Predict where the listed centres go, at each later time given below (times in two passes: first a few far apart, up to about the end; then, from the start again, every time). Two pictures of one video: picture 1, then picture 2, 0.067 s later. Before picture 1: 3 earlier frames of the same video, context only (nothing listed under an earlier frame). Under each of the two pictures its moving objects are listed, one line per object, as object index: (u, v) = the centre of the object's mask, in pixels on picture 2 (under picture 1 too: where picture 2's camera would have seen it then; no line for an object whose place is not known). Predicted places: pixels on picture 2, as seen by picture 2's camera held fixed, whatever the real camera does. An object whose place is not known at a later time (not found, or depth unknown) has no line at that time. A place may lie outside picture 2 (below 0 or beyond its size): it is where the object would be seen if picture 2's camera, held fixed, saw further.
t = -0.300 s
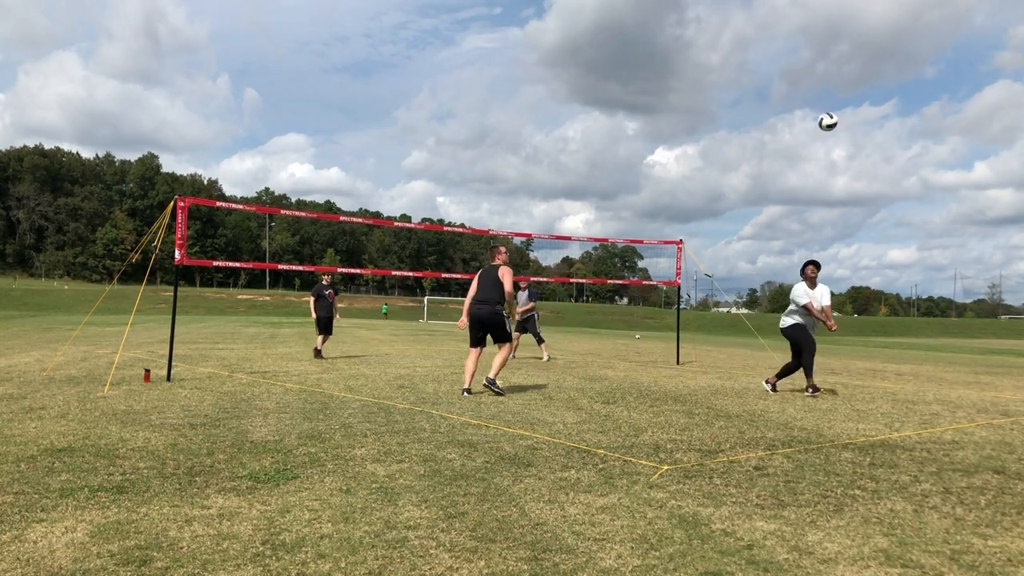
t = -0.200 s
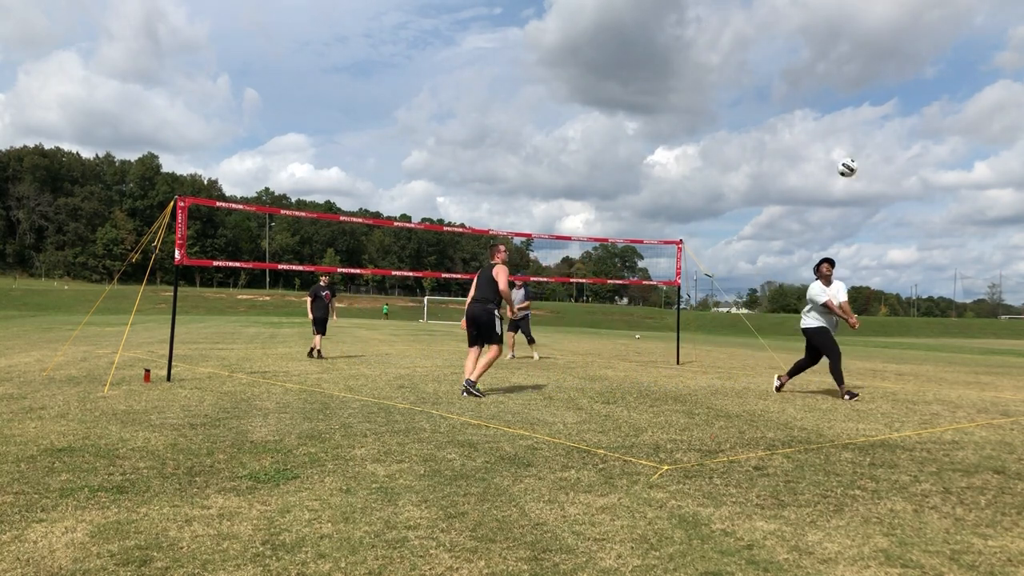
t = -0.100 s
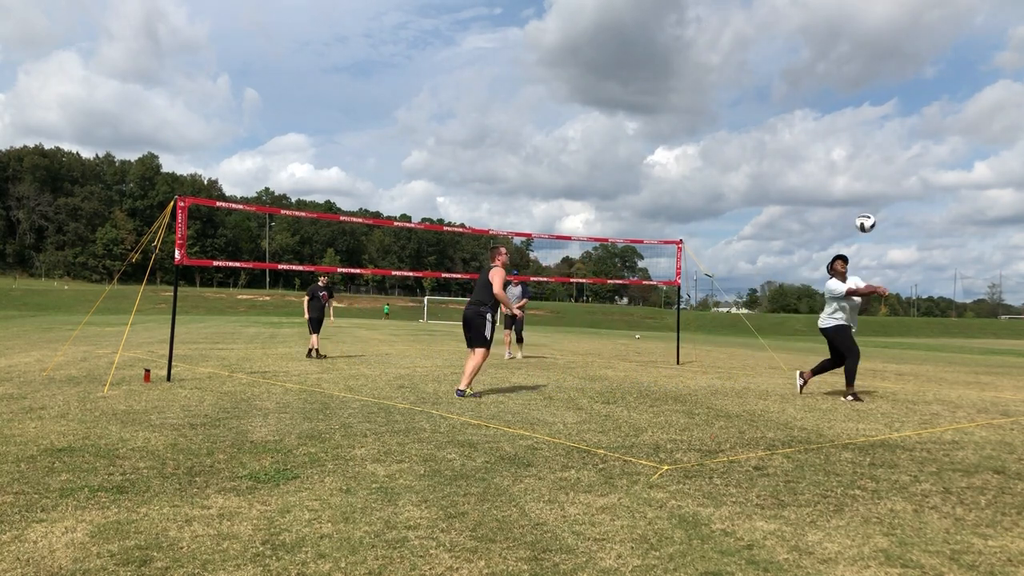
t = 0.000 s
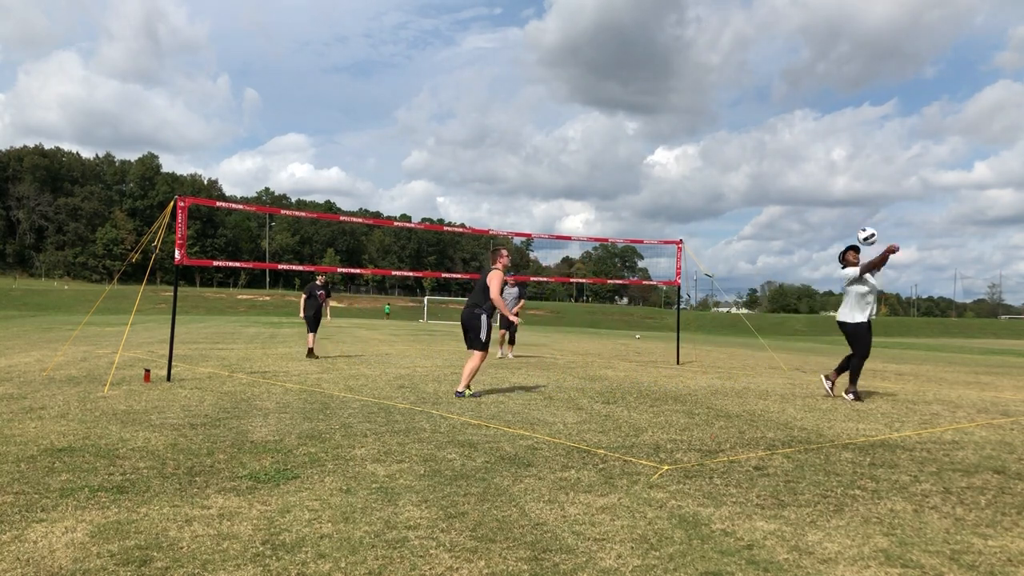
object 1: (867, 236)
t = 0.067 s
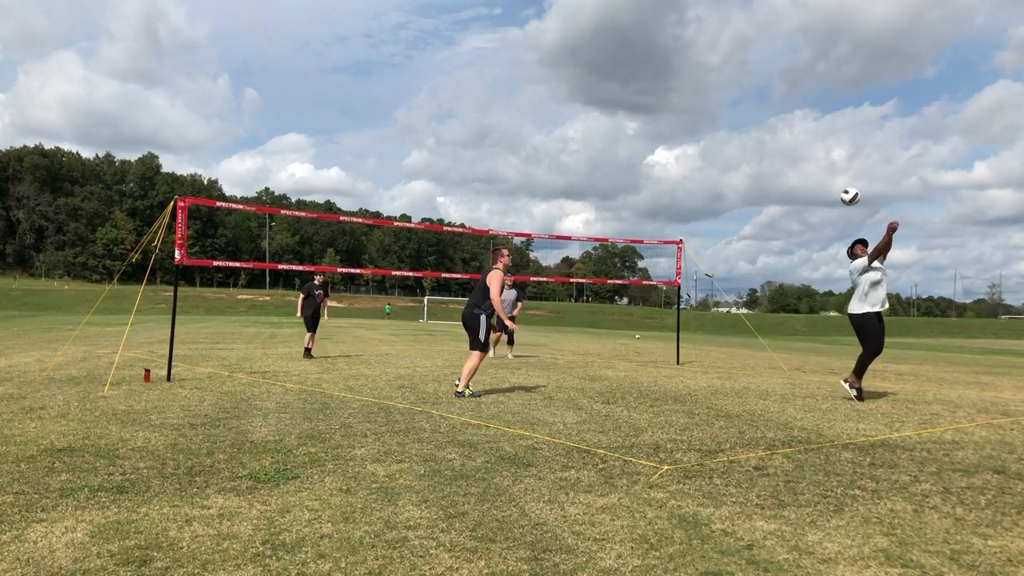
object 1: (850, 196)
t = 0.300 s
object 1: (792, 96)
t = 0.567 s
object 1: (731, 50)
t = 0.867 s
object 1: (668, 66)
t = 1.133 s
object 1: (617, 132)
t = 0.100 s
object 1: (842, 178)
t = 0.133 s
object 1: (833, 161)
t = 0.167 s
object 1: (825, 146)
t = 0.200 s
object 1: (816, 132)
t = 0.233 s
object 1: (808, 119)
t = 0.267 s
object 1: (800, 107)
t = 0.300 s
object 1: (792, 96)
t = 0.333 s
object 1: (784, 87)
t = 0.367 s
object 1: (776, 79)
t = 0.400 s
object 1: (768, 71)
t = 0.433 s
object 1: (761, 65)
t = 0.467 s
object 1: (753, 59)
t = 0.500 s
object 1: (746, 55)
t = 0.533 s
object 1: (738, 52)
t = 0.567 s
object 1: (731, 50)
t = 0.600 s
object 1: (723, 48)
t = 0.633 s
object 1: (716, 47)
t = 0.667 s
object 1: (709, 47)
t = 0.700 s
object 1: (702, 48)
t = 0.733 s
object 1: (695, 51)
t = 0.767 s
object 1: (688, 53)
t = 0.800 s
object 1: (681, 57)
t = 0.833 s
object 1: (675, 61)
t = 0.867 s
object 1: (668, 66)
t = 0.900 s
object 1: (661, 72)
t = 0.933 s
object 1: (654, 79)
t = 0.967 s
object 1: (648, 86)
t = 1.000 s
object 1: (641, 94)
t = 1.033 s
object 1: (636, 102)
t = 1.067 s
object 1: (629, 111)
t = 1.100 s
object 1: (623, 122)
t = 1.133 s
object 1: (617, 132)
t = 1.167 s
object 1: (611, 144)
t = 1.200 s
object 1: (605, 156)
